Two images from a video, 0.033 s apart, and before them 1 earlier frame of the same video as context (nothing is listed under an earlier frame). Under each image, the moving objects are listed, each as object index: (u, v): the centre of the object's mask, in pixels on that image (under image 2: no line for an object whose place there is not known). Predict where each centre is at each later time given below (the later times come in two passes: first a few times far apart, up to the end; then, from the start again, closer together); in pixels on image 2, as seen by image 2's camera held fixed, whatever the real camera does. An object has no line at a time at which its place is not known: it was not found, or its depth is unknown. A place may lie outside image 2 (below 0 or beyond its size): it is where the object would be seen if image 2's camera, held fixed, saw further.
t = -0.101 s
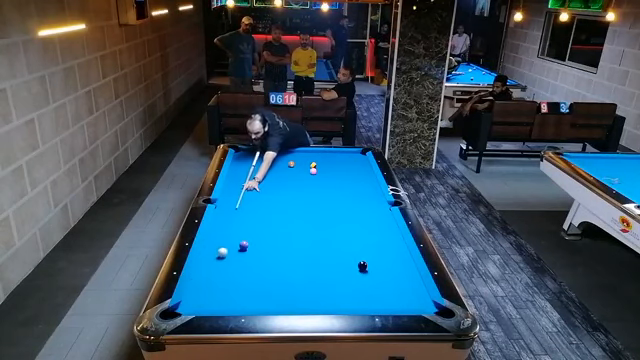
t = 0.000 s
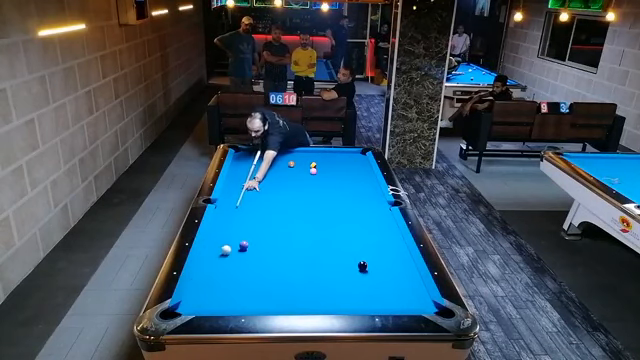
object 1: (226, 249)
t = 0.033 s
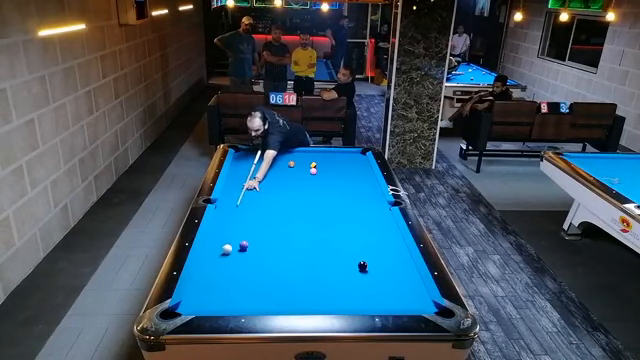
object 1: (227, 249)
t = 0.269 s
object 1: (234, 243)
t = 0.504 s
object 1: (240, 238)
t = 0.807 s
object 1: (248, 234)
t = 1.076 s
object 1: (254, 229)
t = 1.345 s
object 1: (260, 225)
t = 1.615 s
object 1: (264, 222)
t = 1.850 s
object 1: (267, 219)
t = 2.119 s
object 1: (271, 217)
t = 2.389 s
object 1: (274, 215)
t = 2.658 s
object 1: (277, 213)
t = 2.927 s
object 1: (279, 211)
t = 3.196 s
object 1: (281, 210)
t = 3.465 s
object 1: (282, 210)
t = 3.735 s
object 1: (283, 209)
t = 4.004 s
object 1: (284, 209)
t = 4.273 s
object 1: (284, 209)
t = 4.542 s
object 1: (284, 209)
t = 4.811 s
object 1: (284, 209)
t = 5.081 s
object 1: (283, 209)
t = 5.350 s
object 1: (283, 209)
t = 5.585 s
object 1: (284, 209)
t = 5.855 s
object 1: (284, 209)
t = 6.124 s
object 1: (284, 209)
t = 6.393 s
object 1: (284, 209)
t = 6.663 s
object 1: (284, 209)
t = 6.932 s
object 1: (284, 209)
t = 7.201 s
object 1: (283, 209)
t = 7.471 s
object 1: (283, 209)
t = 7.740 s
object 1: (284, 209)
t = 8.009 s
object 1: (283, 209)
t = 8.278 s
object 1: (283, 209)
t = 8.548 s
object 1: (284, 209)
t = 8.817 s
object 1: (284, 209)
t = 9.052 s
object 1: (284, 209)
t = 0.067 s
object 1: (228, 248)
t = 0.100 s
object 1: (229, 247)
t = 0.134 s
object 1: (230, 246)
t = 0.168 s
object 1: (231, 245)
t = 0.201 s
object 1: (232, 245)
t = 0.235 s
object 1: (233, 244)
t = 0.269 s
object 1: (234, 243)
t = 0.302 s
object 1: (235, 243)
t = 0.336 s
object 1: (236, 242)
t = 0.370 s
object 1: (237, 241)
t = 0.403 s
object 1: (238, 240)
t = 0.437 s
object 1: (239, 239)
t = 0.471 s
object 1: (239, 239)
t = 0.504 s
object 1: (240, 238)
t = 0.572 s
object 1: (242, 237)
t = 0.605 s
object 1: (243, 237)
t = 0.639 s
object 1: (243, 236)
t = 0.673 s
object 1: (244, 236)
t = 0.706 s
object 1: (245, 235)
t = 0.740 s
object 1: (246, 235)
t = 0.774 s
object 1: (247, 234)
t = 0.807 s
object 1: (248, 234)
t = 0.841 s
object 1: (248, 233)
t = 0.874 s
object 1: (249, 232)
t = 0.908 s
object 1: (250, 232)
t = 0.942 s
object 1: (251, 231)
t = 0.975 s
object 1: (251, 231)
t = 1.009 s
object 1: (252, 230)
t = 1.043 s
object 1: (253, 230)
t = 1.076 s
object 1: (254, 229)
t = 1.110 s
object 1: (255, 228)
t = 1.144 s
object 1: (255, 228)
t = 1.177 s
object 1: (256, 227)
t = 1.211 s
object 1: (257, 227)
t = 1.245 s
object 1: (257, 226)
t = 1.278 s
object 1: (258, 226)
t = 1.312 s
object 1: (259, 225)
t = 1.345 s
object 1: (260, 225)
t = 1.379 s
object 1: (260, 225)
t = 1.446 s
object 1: (261, 224)
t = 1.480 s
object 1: (262, 224)
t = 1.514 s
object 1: (262, 223)
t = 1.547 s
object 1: (263, 223)
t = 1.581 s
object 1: (263, 222)
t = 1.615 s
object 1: (264, 222)
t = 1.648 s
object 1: (264, 222)
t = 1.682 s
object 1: (265, 221)
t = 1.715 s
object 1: (265, 221)
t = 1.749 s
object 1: (266, 220)
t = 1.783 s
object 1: (266, 220)
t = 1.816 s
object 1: (267, 220)
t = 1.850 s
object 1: (267, 219)
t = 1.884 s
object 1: (268, 219)
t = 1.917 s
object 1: (268, 219)
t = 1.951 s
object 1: (269, 219)
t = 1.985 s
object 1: (269, 218)
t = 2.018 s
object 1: (270, 218)
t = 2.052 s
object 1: (270, 218)
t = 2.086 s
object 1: (271, 217)
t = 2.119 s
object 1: (271, 217)
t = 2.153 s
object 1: (271, 217)
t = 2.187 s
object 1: (272, 216)
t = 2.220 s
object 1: (272, 216)
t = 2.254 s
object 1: (273, 216)
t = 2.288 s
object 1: (273, 216)
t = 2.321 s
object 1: (273, 215)
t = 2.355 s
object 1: (274, 215)
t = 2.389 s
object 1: (274, 215)
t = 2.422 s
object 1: (275, 215)
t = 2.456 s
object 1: (275, 214)
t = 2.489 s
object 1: (275, 214)
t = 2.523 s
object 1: (276, 214)
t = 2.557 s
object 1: (276, 214)
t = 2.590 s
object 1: (276, 213)
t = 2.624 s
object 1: (276, 213)
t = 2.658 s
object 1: (277, 213)
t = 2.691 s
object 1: (277, 213)
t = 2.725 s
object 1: (277, 213)
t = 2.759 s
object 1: (278, 212)
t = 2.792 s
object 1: (278, 212)
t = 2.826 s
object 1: (278, 212)
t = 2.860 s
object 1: (278, 212)
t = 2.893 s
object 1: (279, 212)
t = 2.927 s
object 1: (279, 211)
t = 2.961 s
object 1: (279, 211)
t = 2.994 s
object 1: (279, 211)
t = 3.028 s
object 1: (279, 211)
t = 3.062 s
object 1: (280, 211)
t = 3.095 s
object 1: (280, 211)
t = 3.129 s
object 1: (280, 211)
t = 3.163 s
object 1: (281, 210)
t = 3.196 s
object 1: (281, 210)
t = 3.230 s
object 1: (281, 210)
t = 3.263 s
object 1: (281, 210)
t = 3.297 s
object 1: (281, 210)
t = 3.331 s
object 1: (282, 210)
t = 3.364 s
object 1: (282, 210)
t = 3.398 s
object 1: (282, 210)
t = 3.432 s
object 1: (282, 210)
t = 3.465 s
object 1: (282, 210)
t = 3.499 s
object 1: (282, 210)
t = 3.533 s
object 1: (282, 209)
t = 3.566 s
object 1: (283, 209)
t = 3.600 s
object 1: (283, 209)
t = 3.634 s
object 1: (283, 209)
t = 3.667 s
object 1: (283, 209)
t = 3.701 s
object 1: (283, 209)
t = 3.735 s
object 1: (283, 209)
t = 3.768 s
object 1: (283, 209)
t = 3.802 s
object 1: (283, 209)
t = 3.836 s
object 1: (283, 209)
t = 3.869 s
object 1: (284, 209)
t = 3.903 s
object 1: (284, 209)
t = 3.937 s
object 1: (284, 209)
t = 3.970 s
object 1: (284, 209)
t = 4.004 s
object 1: (284, 209)
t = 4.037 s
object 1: (284, 209)
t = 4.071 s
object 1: (284, 209)
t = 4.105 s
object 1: (284, 209)
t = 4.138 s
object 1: (284, 209)
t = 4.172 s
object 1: (284, 209)
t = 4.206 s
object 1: (284, 209)
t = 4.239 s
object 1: (284, 209)
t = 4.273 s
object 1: (284, 209)
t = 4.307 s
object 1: (284, 209)
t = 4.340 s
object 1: (284, 209)
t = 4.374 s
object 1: (284, 209)
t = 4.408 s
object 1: (284, 209)
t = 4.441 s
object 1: (284, 209)
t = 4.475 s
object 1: (284, 209)
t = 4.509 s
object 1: (283, 209)
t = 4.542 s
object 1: (284, 209)
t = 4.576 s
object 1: (283, 209)
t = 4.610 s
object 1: (283, 209)
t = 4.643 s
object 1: (283, 209)
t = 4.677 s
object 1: (283, 209)
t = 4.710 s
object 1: (283, 208)
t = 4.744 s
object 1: (283, 209)
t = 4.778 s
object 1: (283, 209)
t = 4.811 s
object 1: (284, 209)
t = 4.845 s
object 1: (283, 209)
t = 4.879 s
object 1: (284, 208)
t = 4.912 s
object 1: (283, 209)
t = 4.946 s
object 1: (283, 209)
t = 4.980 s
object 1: (283, 209)
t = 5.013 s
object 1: (283, 209)
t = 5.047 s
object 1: (283, 209)
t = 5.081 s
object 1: (283, 209)
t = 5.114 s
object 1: (283, 209)
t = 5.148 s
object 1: (283, 209)
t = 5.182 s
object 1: (283, 209)
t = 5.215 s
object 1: (283, 209)
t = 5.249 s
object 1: (284, 209)
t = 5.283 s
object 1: (283, 209)
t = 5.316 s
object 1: (283, 209)
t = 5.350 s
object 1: (283, 209)
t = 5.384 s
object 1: (283, 209)
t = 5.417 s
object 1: (283, 209)
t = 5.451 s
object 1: (284, 209)
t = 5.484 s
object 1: (283, 209)
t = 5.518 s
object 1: (283, 209)
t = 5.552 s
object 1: (283, 209)
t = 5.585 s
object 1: (284, 209)
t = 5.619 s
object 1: (284, 209)
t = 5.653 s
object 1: (284, 209)
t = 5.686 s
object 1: (284, 209)
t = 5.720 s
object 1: (283, 208)
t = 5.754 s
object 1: (283, 209)
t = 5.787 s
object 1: (283, 209)
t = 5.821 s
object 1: (283, 209)
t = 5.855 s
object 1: (284, 209)
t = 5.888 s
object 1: (283, 208)
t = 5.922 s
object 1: (283, 209)
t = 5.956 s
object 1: (284, 209)
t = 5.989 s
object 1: (284, 209)
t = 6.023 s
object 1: (284, 209)
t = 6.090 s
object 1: (283, 209)
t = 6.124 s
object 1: (284, 209)
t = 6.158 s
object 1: (284, 209)
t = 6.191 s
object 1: (284, 209)
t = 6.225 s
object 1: (284, 209)
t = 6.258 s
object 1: (283, 209)
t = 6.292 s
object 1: (283, 209)
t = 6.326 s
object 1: (284, 209)
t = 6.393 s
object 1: (284, 209)
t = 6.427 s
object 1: (283, 209)
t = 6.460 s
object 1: (284, 209)
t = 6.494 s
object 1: (283, 209)
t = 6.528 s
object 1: (283, 209)
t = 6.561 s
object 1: (283, 209)
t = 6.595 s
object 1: (283, 209)
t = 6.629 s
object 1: (283, 209)
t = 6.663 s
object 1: (284, 209)
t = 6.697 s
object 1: (284, 209)
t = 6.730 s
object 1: (284, 209)
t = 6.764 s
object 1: (283, 209)
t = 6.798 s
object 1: (283, 209)
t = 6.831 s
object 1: (283, 209)
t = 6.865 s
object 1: (283, 209)
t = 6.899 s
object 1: (283, 209)
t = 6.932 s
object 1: (284, 209)
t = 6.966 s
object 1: (283, 209)
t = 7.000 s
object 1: (284, 209)
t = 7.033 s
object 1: (284, 209)
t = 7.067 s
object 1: (283, 209)
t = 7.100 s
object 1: (283, 209)
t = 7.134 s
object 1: (283, 209)
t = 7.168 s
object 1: (283, 209)
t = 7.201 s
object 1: (283, 209)
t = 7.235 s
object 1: (283, 209)
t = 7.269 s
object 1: (283, 209)
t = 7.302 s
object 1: (283, 209)
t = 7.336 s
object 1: (283, 209)
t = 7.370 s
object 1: (284, 209)
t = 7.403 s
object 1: (283, 209)
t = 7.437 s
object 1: (284, 209)
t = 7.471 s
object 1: (283, 209)
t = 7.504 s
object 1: (283, 209)
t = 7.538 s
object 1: (283, 209)
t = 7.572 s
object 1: (283, 209)
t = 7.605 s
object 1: (283, 209)
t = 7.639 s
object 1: (283, 209)
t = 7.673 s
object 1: (284, 209)
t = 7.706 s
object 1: (283, 209)
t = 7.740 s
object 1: (284, 209)
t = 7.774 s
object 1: (283, 209)
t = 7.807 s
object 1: (284, 209)
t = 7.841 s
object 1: (283, 209)
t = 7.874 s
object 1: (283, 209)
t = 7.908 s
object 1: (283, 209)
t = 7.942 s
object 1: (283, 209)
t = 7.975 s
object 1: (283, 209)
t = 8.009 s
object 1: (283, 209)
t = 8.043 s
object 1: (283, 209)
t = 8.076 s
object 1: (283, 209)
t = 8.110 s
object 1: (283, 209)
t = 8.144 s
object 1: (284, 209)
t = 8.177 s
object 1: (283, 209)
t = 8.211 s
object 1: (284, 209)
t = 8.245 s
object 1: (284, 209)
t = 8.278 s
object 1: (283, 209)
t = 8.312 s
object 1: (283, 209)
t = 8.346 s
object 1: (283, 209)
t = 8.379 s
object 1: (284, 209)
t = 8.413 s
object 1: (284, 209)
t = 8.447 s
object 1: (284, 209)
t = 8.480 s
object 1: (284, 209)
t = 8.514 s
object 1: (284, 209)
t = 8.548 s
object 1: (284, 209)
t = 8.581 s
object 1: (284, 209)
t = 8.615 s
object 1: (283, 209)
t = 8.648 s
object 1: (283, 209)
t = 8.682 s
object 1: (283, 209)
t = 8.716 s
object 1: (283, 209)
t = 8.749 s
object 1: (283, 209)
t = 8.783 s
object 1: (283, 209)
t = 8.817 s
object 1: (284, 209)
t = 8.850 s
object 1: (284, 209)
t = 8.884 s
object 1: (283, 209)
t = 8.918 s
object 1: (284, 209)
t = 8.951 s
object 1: (283, 209)
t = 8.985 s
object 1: (283, 209)
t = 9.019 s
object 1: (283, 209)
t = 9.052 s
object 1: (284, 209)
